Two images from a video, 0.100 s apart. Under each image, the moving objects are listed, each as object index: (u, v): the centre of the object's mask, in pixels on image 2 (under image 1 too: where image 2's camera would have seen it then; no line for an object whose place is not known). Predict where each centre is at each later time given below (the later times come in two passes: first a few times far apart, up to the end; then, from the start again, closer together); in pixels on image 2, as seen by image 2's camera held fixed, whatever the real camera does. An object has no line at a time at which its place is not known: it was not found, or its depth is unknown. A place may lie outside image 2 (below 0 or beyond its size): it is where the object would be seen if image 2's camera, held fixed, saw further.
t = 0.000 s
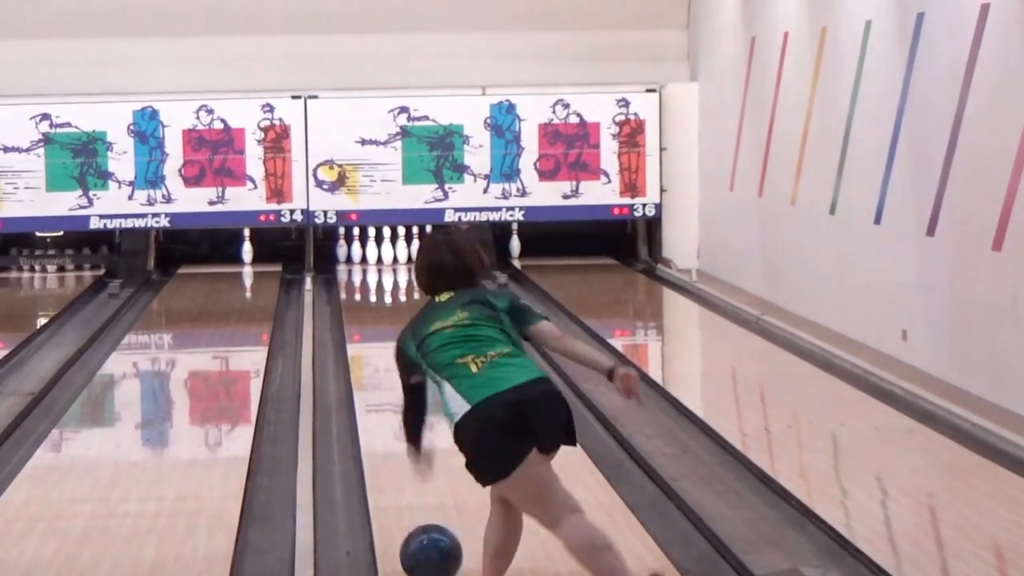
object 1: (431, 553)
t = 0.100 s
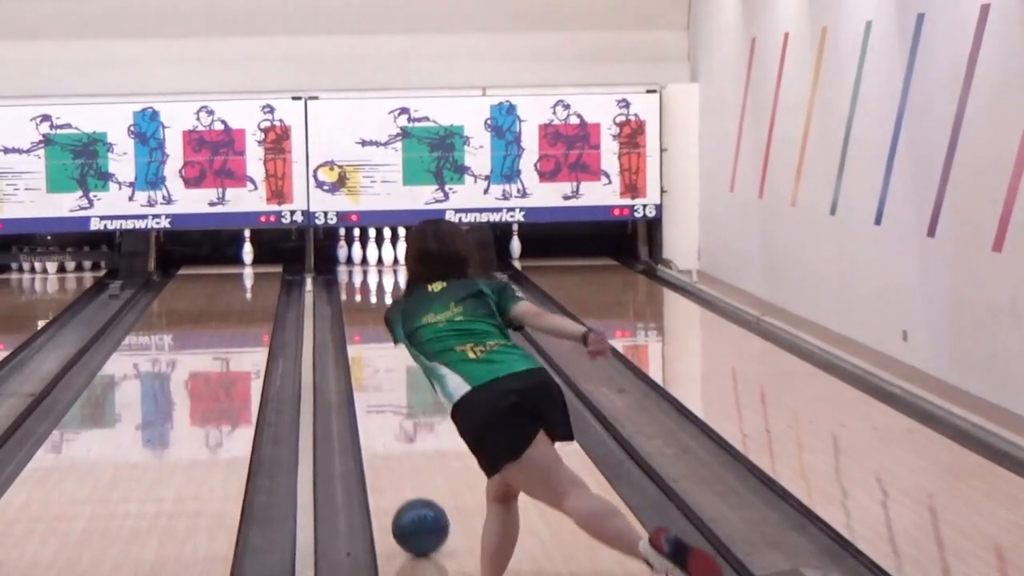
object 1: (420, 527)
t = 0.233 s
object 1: (408, 485)
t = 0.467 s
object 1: (391, 430)
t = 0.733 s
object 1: (378, 383)
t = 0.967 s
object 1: (368, 352)
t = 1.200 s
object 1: (364, 330)
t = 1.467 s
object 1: (360, 307)
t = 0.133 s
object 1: (417, 516)
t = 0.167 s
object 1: (414, 505)
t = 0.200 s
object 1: (411, 495)
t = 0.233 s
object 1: (408, 485)
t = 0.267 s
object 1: (405, 476)
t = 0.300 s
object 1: (402, 468)
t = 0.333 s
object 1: (401, 464)
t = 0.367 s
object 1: (397, 452)
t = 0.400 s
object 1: (395, 444)
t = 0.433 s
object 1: (393, 437)
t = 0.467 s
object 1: (391, 430)
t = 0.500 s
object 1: (389, 423)
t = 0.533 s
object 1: (387, 417)
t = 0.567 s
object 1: (386, 411)
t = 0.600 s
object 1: (384, 405)
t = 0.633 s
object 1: (382, 399)
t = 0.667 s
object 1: (381, 394)
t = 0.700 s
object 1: (379, 388)
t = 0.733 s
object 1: (378, 383)
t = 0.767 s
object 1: (377, 378)
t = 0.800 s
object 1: (376, 374)
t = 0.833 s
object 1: (375, 369)
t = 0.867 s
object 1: (374, 365)
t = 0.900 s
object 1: (372, 361)
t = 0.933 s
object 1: (371, 357)
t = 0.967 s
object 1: (368, 352)
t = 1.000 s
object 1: (362, 346)
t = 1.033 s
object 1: (359, 342)
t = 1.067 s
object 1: (359, 339)
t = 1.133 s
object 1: (360, 332)
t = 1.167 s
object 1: (361, 330)
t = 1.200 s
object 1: (364, 330)
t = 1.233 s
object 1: (365, 328)
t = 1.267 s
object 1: (364, 323)
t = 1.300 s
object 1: (363, 321)
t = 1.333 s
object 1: (363, 318)
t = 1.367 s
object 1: (362, 315)
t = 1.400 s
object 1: (362, 312)
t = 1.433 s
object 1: (361, 309)
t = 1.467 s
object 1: (360, 307)
